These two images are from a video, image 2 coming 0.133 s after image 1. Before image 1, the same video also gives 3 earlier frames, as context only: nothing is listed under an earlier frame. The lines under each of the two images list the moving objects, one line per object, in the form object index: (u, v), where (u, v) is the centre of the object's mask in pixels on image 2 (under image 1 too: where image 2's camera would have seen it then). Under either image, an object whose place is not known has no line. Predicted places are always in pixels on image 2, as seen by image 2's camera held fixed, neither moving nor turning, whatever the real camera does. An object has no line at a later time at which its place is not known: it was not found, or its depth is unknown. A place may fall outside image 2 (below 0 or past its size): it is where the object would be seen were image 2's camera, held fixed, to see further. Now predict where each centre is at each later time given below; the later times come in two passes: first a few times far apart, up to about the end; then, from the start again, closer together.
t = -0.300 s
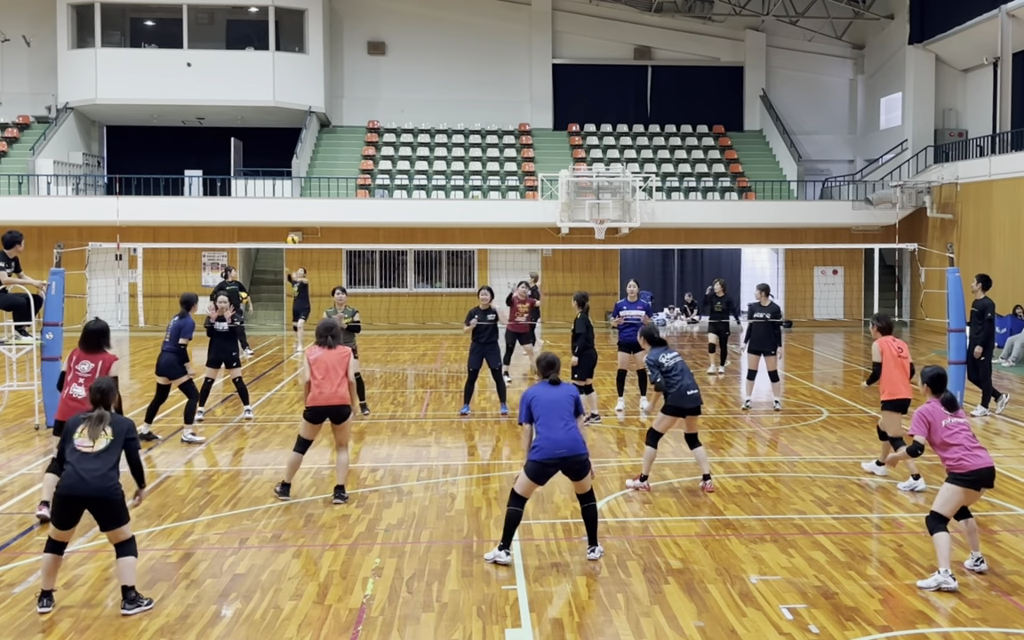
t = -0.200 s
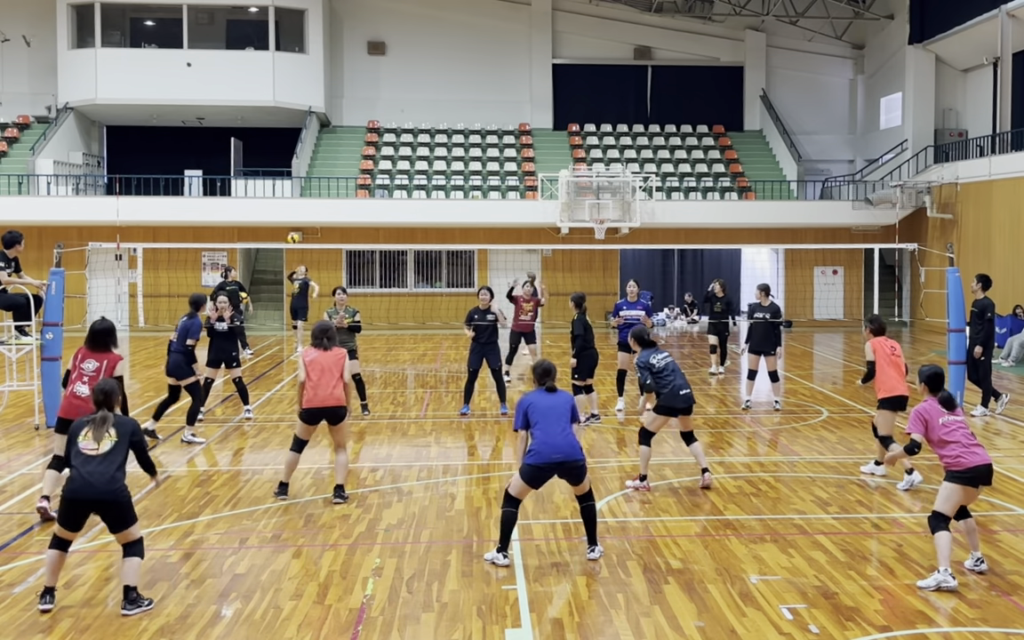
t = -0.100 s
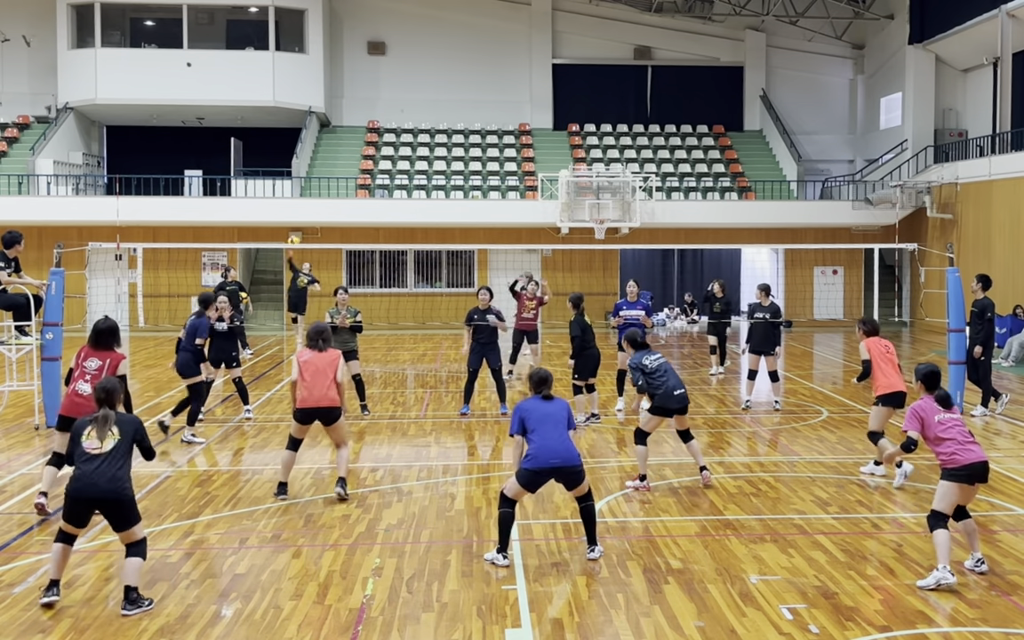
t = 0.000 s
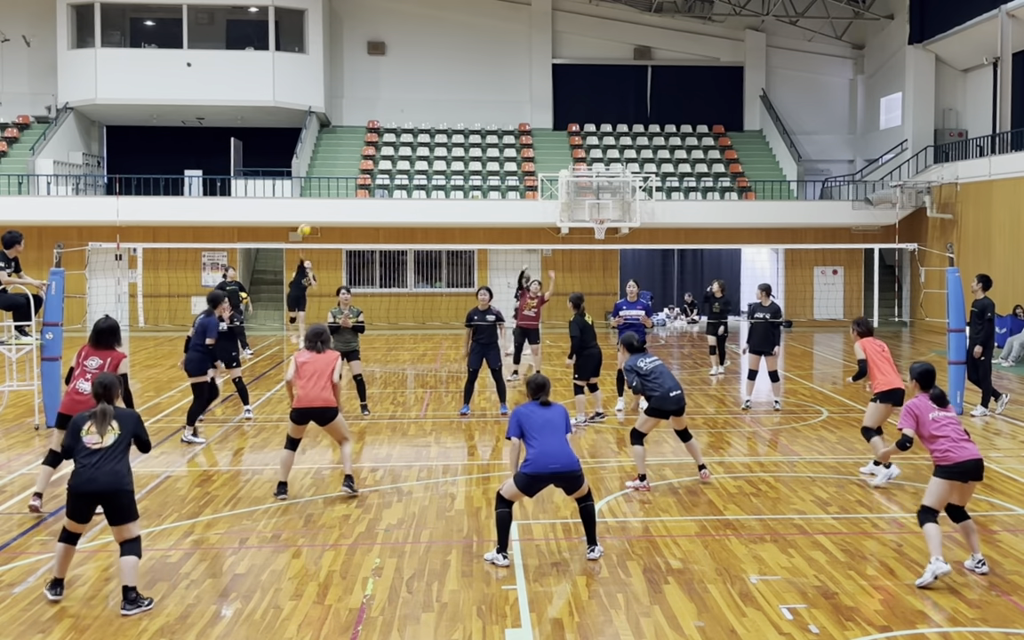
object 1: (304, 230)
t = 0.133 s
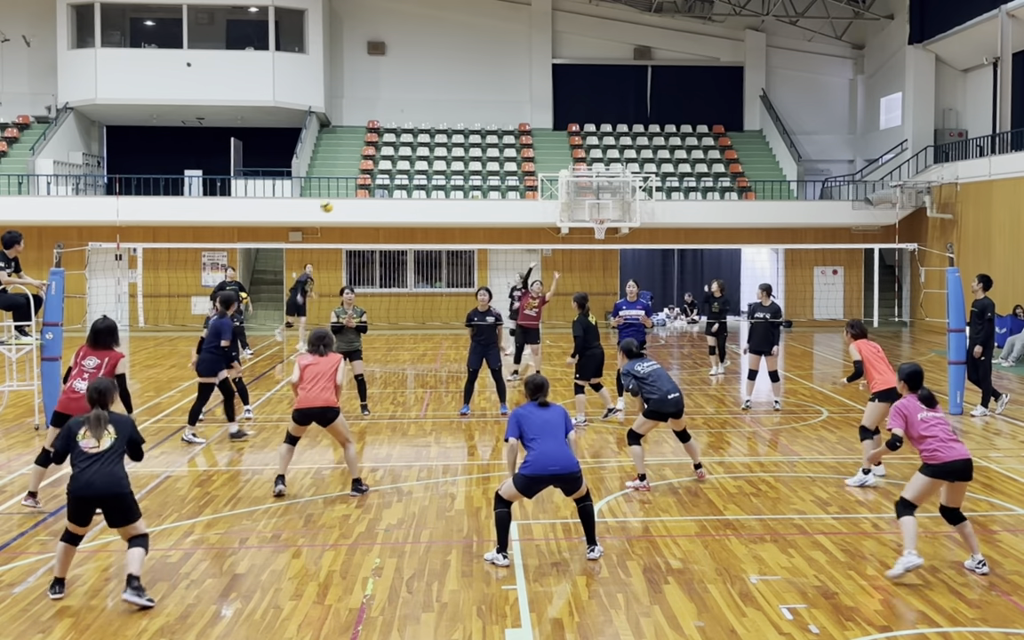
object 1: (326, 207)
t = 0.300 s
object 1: (361, 182)
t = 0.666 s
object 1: (449, 181)
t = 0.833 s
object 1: (507, 229)
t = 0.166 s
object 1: (333, 201)
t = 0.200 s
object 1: (339, 195)
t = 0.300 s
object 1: (361, 182)
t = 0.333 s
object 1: (366, 179)
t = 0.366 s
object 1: (373, 177)
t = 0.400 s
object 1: (380, 175)
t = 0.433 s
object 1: (388, 173)
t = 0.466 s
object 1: (395, 171)
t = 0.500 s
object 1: (403, 170)
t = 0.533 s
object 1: (411, 170)
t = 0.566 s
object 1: (420, 170)
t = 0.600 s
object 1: (428, 173)
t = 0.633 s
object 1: (437, 177)
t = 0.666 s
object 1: (449, 181)
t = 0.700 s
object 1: (459, 186)
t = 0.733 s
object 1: (470, 193)
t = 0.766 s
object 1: (481, 202)
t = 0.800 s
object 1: (494, 215)
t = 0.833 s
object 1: (507, 229)
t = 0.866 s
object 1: (522, 240)
